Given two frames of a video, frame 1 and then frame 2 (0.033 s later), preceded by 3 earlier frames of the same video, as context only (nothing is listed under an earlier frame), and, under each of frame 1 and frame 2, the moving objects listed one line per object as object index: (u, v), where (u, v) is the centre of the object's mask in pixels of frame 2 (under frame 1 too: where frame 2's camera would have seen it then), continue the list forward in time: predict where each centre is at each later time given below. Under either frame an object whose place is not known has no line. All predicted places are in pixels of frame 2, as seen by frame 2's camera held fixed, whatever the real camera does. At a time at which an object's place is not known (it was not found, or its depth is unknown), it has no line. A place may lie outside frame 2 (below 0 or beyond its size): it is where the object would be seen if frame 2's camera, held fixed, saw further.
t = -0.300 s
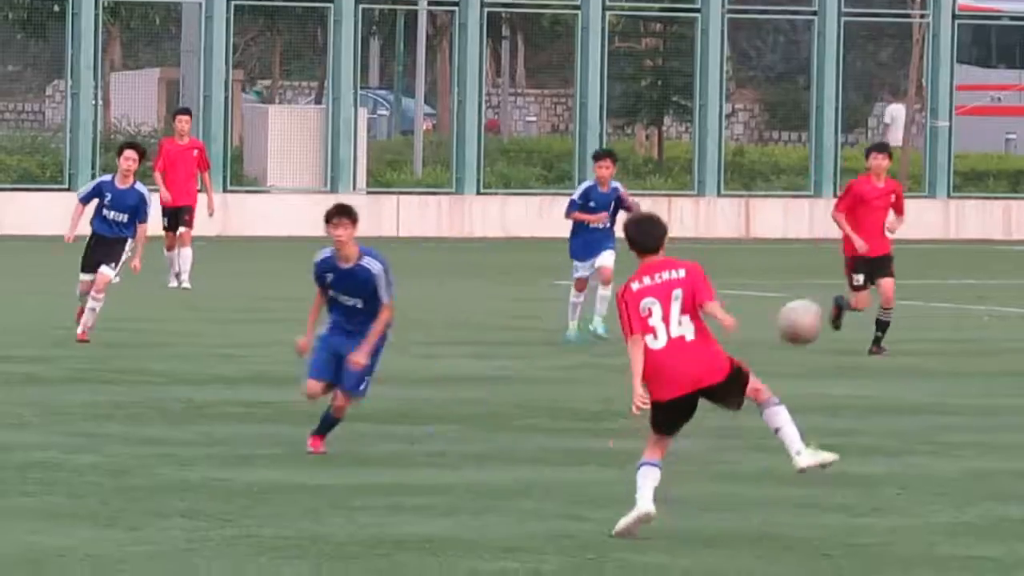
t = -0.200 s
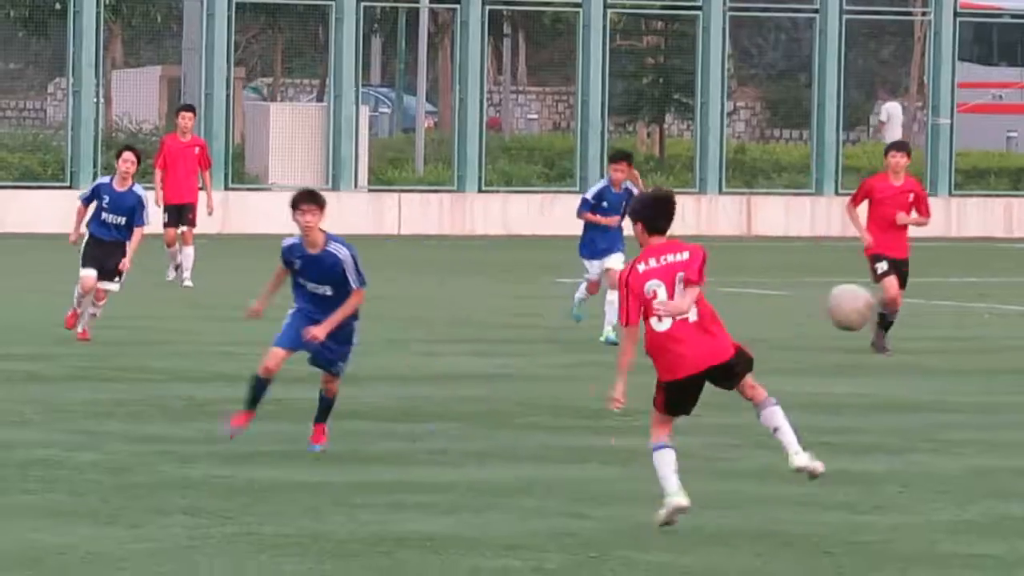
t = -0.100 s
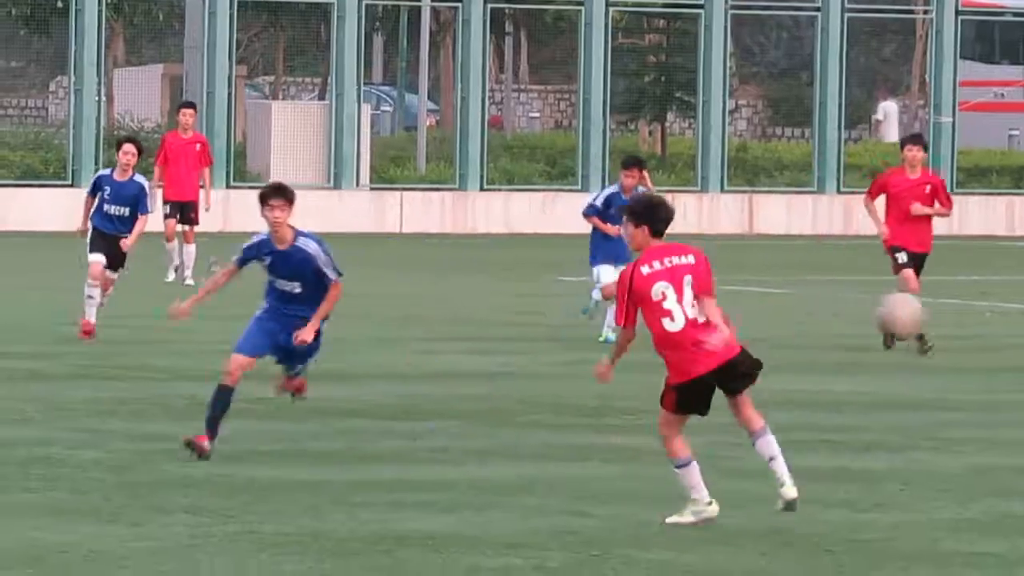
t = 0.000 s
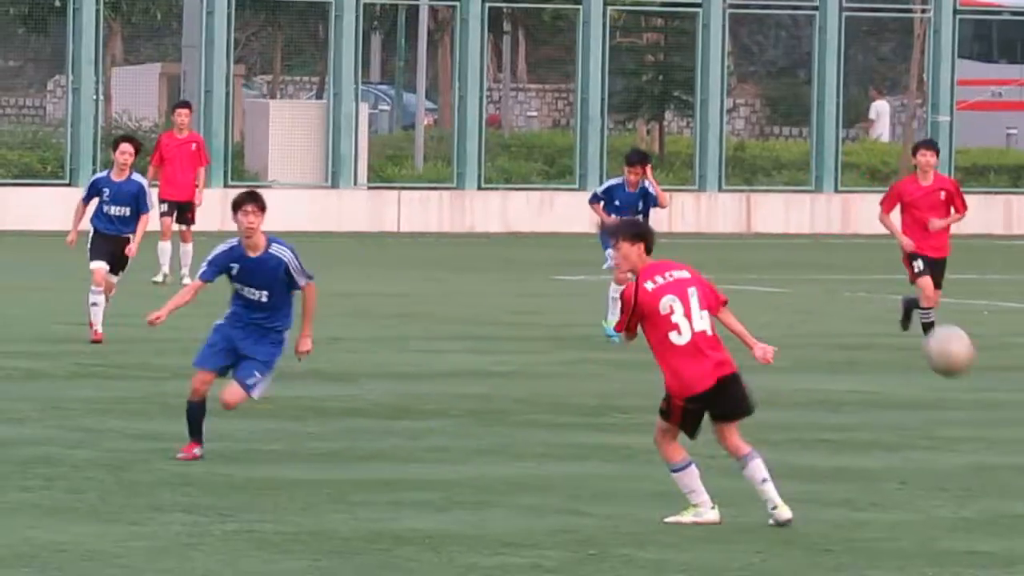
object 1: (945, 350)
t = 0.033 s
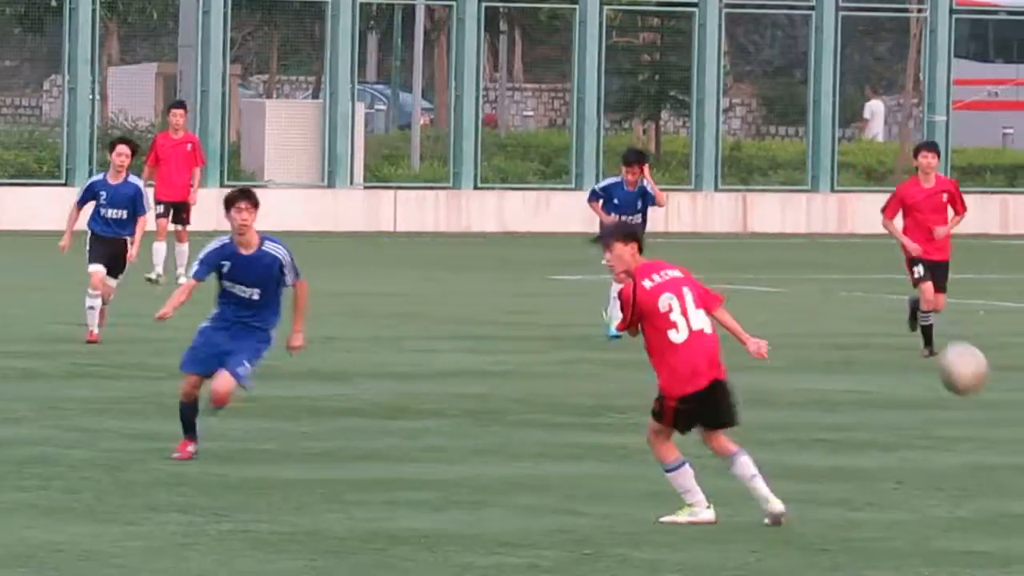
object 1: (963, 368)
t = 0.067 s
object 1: (980, 388)
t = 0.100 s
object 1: (999, 413)
